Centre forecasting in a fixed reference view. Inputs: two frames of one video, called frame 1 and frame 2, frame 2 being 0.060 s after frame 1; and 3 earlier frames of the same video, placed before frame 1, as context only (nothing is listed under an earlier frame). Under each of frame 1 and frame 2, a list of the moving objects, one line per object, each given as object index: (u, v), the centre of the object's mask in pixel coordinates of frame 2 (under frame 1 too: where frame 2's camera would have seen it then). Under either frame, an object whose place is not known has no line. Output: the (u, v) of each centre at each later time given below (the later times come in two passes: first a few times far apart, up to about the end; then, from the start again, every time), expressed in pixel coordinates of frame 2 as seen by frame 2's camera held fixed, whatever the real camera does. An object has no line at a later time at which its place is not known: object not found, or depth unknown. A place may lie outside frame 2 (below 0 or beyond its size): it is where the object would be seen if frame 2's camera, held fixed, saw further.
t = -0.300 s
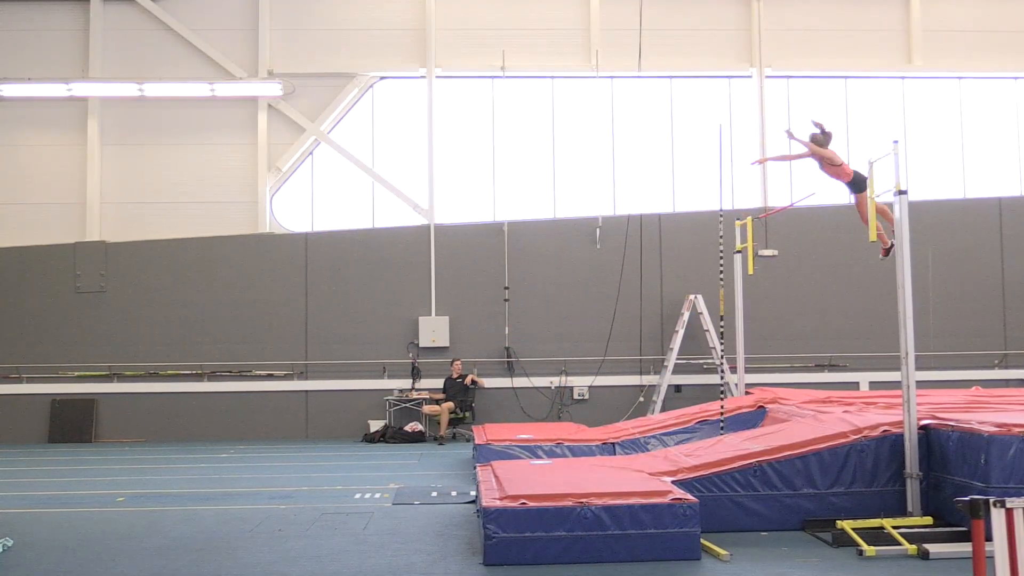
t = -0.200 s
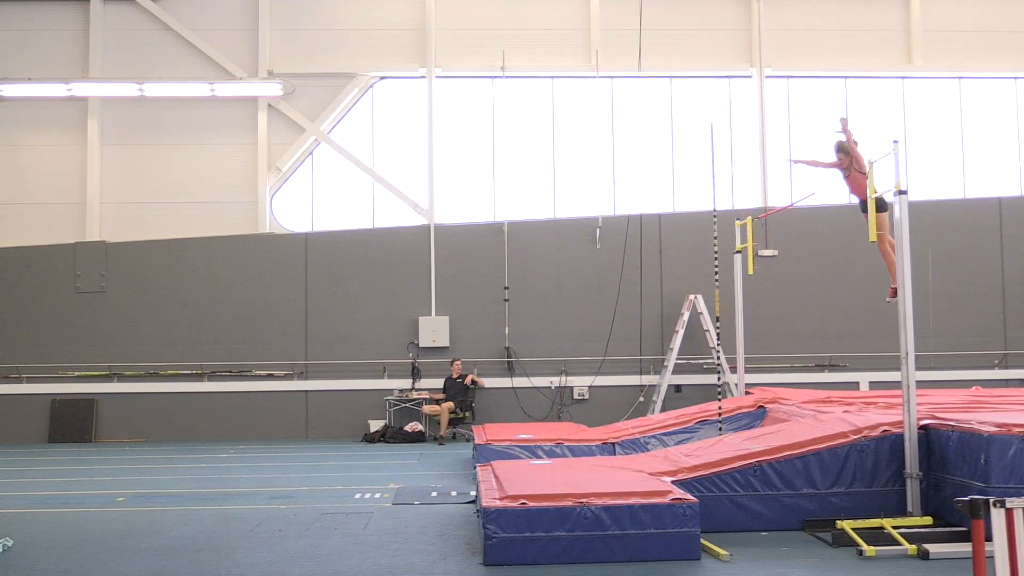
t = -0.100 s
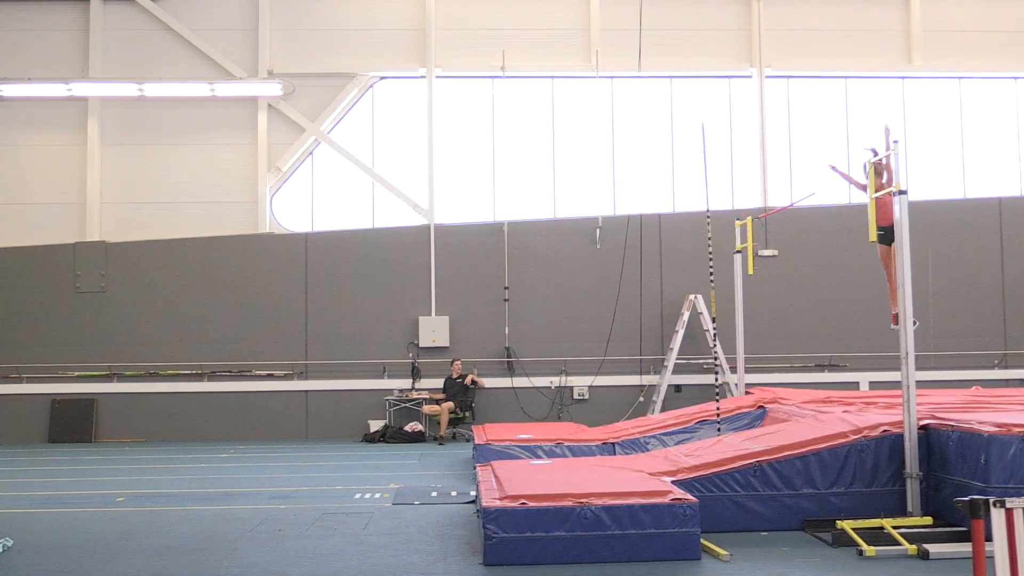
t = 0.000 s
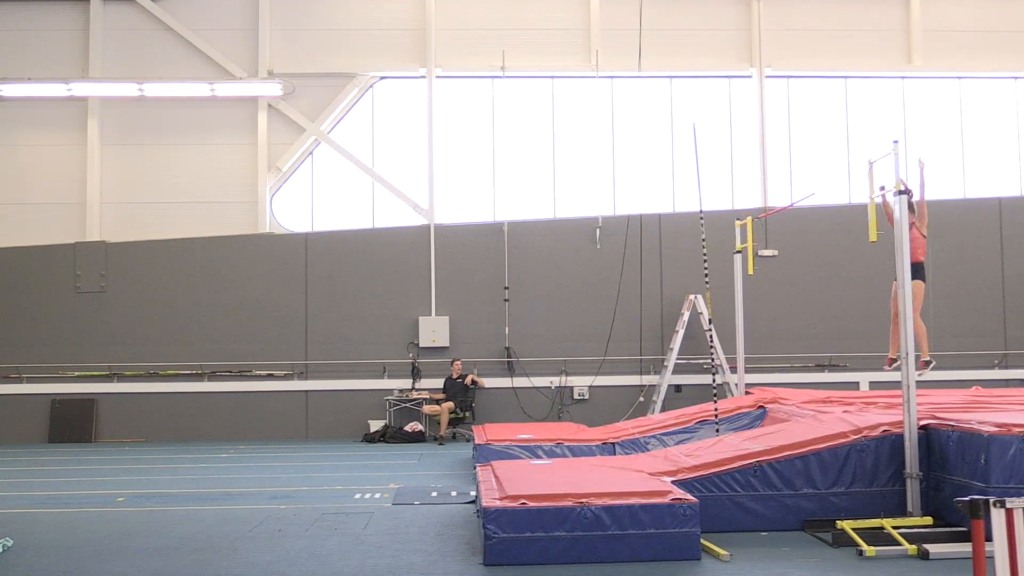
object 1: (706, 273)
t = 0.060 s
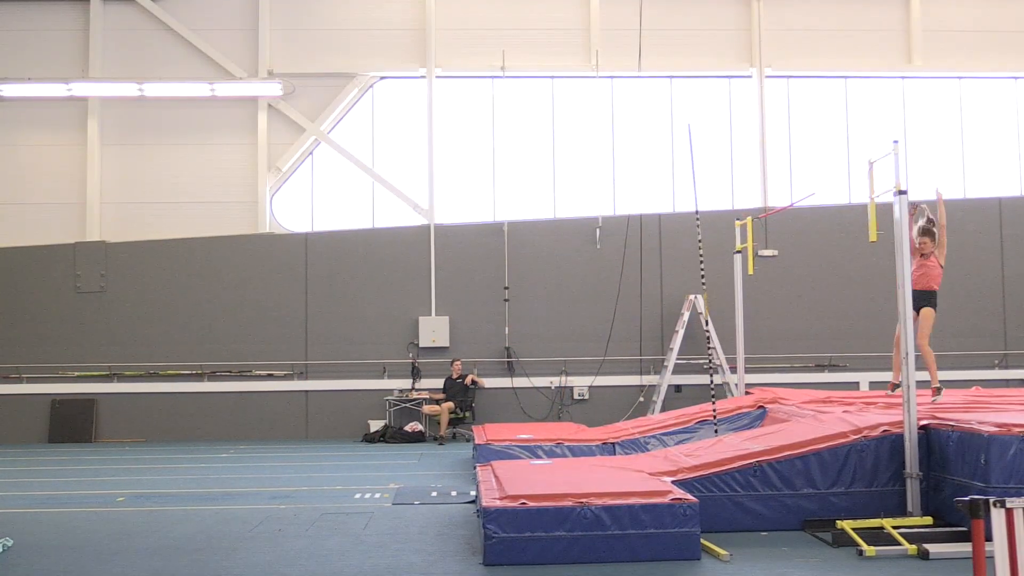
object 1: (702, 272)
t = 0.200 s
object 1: (694, 279)
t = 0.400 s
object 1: (678, 283)
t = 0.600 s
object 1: (657, 310)
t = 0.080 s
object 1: (701, 272)
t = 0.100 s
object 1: (700, 274)
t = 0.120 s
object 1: (699, 275)
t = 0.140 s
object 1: (698, 276)
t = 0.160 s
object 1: (697, 276)
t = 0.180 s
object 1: (696, 278)
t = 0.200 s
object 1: (694, 279)
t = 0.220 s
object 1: (692, 277)
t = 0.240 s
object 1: (690, 272)
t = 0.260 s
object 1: (689, 272)
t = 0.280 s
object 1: (687, 274)
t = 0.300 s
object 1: (686, 276)
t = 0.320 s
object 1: (684, 277)
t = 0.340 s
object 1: (682, 278)
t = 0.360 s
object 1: (681, 279)
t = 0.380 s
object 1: (680, 283)
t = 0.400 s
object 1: (678, 283)
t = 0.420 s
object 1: (676, 284)
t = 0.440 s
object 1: (673, 282)
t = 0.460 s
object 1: (671, 284)
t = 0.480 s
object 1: (669, 286)
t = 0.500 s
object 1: (667, 290)
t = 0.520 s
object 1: (664, 292)
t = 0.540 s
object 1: (662, 294)
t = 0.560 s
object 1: (660, 297)
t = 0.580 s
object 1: (660, 308)
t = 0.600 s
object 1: (657, 310)
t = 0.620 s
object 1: (654, 312)
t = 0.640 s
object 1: (651, 316)
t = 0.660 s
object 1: (649, 321)
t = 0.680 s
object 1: (645, 323)
